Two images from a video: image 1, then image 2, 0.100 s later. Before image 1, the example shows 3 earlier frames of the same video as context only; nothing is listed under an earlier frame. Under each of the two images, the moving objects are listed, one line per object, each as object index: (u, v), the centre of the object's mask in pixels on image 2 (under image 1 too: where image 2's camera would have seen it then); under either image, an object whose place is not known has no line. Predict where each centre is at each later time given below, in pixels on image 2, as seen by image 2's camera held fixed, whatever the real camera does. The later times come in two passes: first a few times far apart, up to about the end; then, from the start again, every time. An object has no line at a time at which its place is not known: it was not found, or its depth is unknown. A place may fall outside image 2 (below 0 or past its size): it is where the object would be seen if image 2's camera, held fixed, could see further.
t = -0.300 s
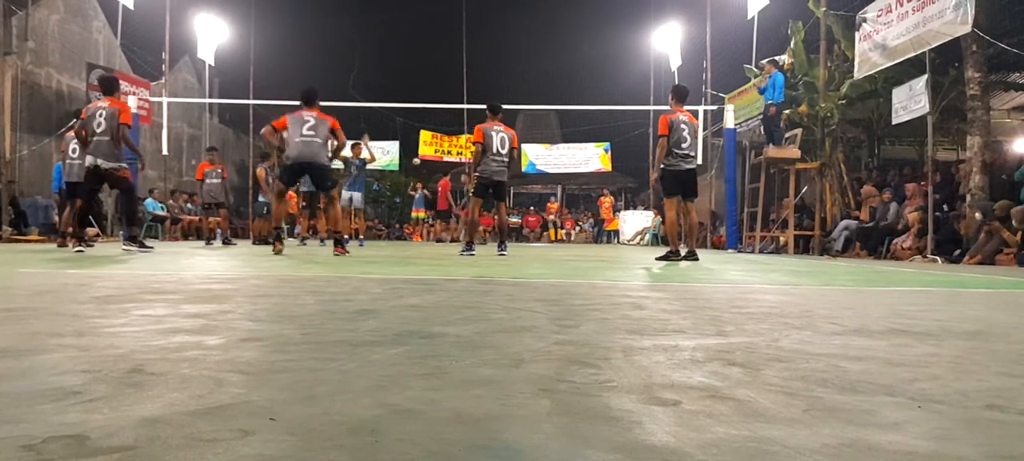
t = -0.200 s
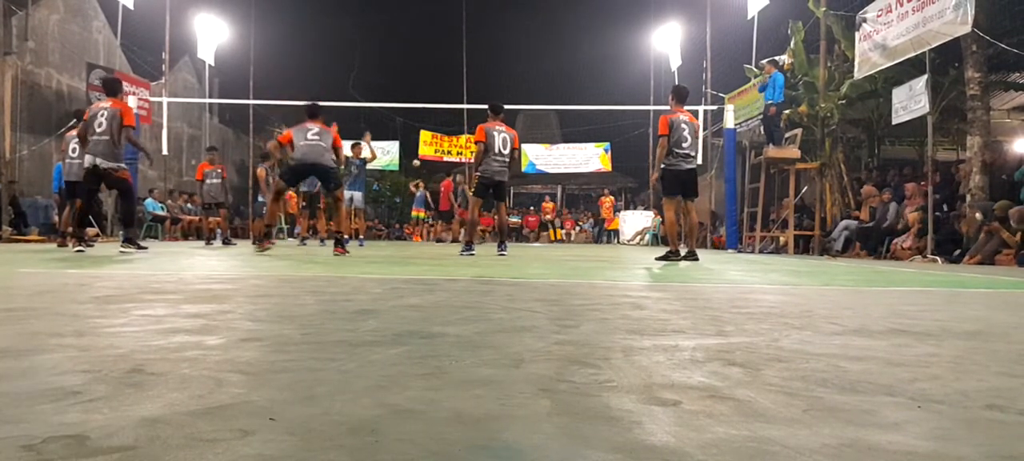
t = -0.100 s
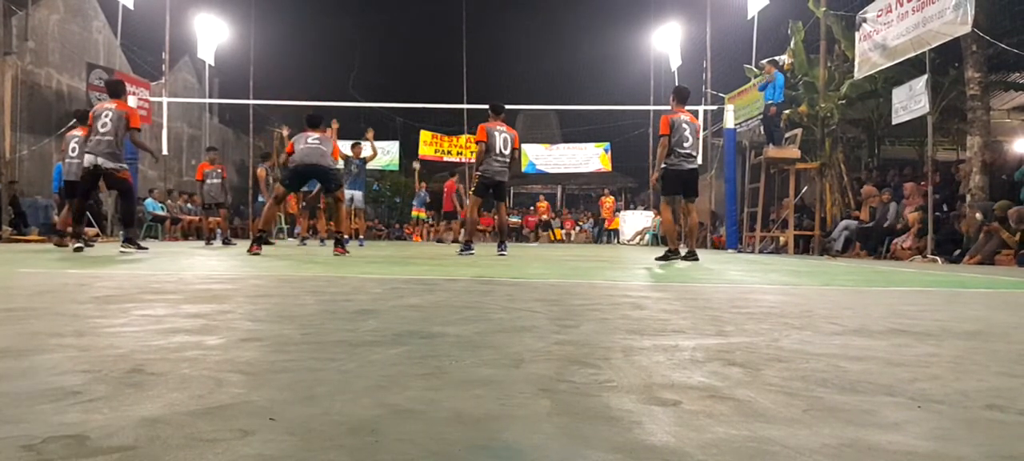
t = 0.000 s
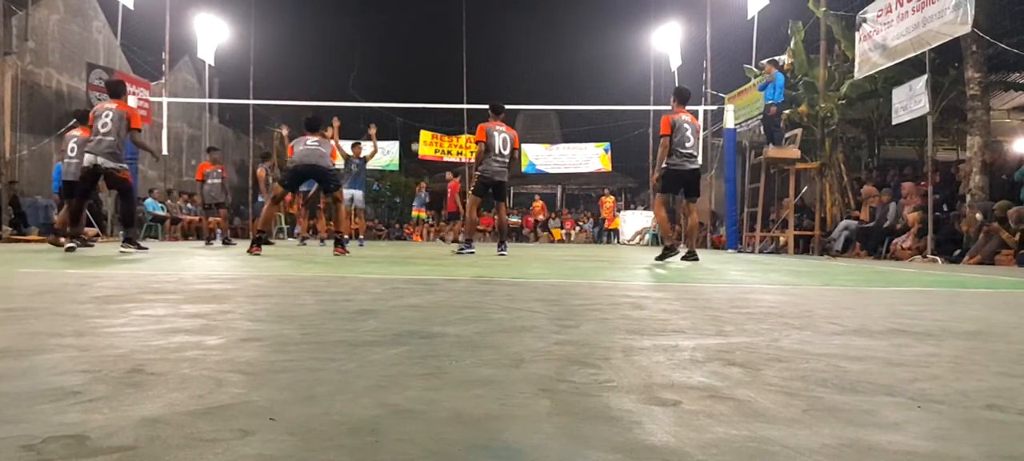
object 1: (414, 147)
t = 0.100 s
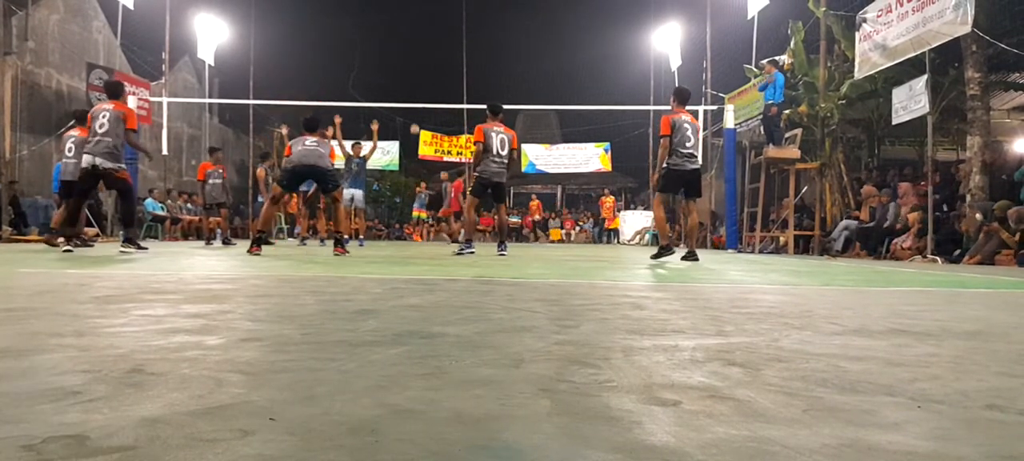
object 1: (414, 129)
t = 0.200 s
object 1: (414, 113)
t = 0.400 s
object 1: (412, 82)
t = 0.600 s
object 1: (408, 59)
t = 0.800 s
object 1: (400, 56)
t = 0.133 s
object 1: (415, 123)
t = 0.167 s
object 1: (414, 118)
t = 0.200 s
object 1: (414, 113)
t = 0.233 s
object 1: (414, 107)
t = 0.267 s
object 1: (414, 100)
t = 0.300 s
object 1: (414, 96)
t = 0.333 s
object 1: (413, 92)
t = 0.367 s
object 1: (412, 87)
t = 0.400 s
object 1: (412, 82)
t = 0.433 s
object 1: (411, 78)
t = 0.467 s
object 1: (410, 73)
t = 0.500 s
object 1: (410, 69)
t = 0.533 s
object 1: (409, 66)
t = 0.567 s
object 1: (408, 62)
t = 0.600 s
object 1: (408, 59)
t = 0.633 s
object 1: (407, 56)
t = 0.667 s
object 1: (406, 55)
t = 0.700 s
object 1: (405, 54)
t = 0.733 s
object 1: (404, 54)
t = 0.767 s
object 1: (402, 54)
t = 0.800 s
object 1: (400, 56)
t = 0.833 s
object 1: (398, 59)
